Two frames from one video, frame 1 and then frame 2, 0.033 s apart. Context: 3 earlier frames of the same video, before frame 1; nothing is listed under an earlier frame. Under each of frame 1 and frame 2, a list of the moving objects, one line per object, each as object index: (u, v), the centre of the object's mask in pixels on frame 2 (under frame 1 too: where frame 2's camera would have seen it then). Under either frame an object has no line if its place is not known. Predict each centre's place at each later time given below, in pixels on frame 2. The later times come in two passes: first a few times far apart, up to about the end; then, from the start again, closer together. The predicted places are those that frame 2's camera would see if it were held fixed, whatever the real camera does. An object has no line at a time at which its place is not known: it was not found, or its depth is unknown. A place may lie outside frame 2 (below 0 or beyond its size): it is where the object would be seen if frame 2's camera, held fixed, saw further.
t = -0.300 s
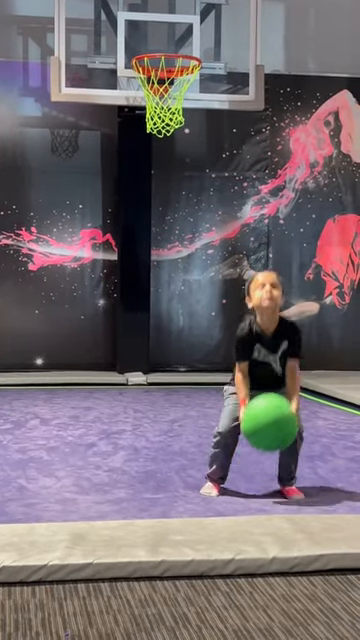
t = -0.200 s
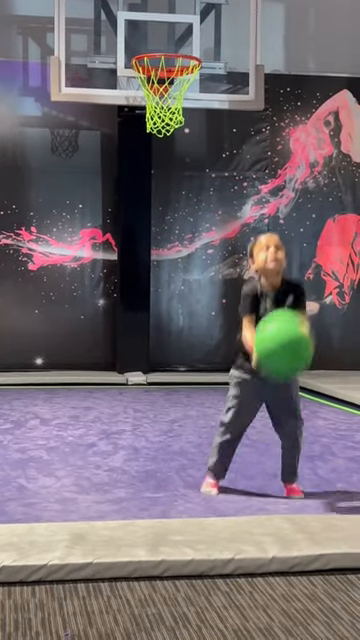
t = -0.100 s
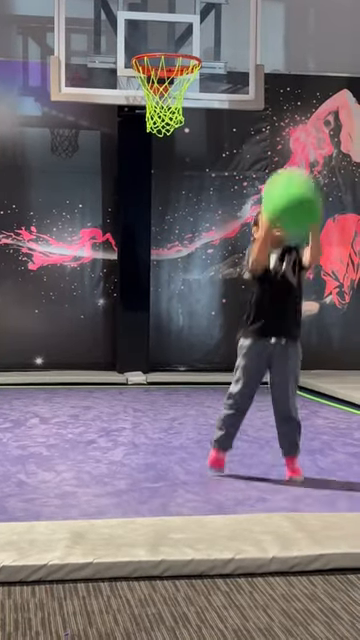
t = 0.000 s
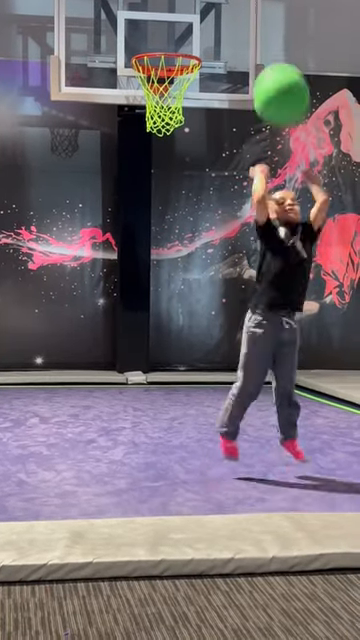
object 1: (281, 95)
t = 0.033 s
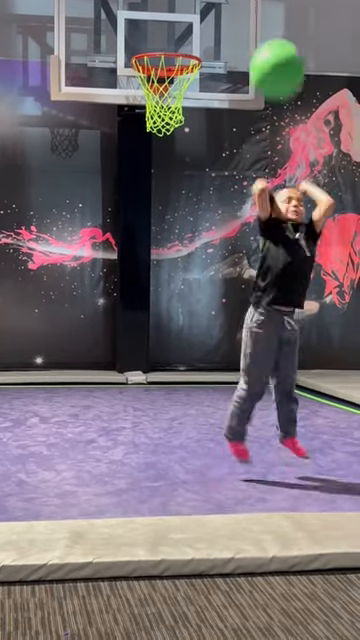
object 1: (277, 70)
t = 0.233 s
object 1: (256, 8)
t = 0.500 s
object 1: (238, 22)
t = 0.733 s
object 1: (227, 124)
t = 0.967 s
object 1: (218, 266)
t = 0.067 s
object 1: (273, 48)
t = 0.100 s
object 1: (269, 30)
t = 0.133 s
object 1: (266, 20)
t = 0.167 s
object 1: (262, 14)
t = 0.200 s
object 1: (260, 11)
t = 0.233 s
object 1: (256, 8)
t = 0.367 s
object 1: (248, 7)
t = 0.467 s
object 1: (240, 16)
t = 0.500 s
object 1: (238, 22)
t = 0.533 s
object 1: (237, 33)
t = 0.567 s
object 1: (235, 45)
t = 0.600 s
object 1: (233, 59)
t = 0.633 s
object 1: (232, 73)
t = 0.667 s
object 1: (230, 88)
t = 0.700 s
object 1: (229, 106)
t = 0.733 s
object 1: (227, 124)
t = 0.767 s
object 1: (225, 142)
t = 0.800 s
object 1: (224, 160)
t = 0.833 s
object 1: (222, 180)
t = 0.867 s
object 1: (221, 200)
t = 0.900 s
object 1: (219, 221)
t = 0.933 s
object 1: (219, 244)
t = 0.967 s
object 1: (218, 266)
